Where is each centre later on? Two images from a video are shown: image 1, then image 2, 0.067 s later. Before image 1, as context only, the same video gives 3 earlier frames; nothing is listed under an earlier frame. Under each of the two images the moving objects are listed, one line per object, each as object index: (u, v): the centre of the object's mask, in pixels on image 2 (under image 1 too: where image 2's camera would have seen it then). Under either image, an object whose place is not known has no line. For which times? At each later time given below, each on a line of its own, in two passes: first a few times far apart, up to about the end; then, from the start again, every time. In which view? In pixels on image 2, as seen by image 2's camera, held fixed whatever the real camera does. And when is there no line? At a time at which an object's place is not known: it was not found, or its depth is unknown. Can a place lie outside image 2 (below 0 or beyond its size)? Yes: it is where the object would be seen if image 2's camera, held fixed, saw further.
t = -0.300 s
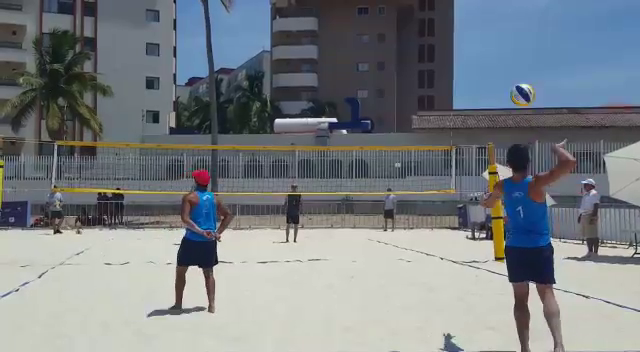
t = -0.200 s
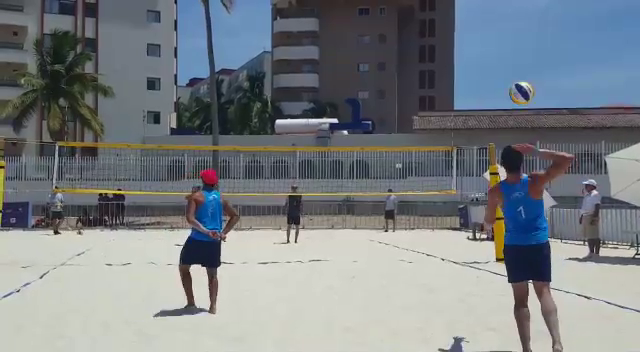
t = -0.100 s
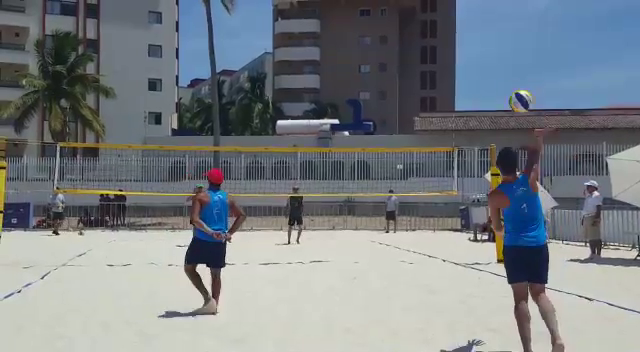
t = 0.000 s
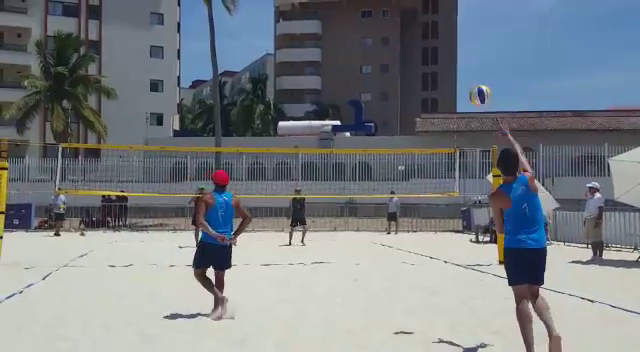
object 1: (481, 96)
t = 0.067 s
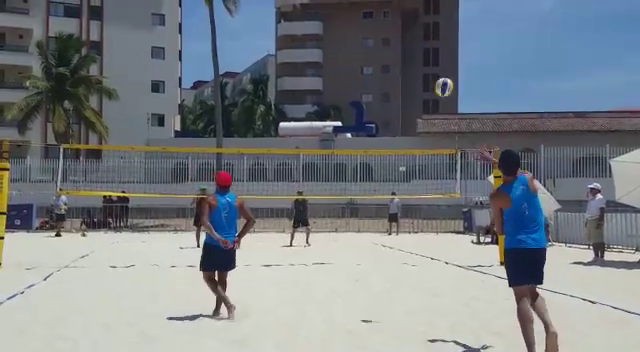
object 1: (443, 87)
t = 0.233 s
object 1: (376, 84)
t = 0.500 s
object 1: (310, 108)
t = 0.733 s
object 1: (278, 145)
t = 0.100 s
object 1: (428, 84)
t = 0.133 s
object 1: (413, 83)
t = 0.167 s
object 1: (400, 82)
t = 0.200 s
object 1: (387, 82)
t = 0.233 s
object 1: (376, 84)
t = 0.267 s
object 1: (365, 85)
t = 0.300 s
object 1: (355, 87)
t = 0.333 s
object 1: (346, 90)
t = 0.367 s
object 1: (338, 92)
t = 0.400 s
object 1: (330, 96)
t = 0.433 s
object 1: (323, 99)
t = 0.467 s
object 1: (316, 104)
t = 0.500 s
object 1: (310, 108)
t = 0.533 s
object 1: (304, 112)
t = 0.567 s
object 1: (299, 116)
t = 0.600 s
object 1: (294, 122)
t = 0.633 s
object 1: (289, 127)
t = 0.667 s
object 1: (286, 133)
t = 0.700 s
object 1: (281, 139)
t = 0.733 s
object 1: (278, 145)
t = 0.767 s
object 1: (275, 150)
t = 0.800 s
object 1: (271, 157)
